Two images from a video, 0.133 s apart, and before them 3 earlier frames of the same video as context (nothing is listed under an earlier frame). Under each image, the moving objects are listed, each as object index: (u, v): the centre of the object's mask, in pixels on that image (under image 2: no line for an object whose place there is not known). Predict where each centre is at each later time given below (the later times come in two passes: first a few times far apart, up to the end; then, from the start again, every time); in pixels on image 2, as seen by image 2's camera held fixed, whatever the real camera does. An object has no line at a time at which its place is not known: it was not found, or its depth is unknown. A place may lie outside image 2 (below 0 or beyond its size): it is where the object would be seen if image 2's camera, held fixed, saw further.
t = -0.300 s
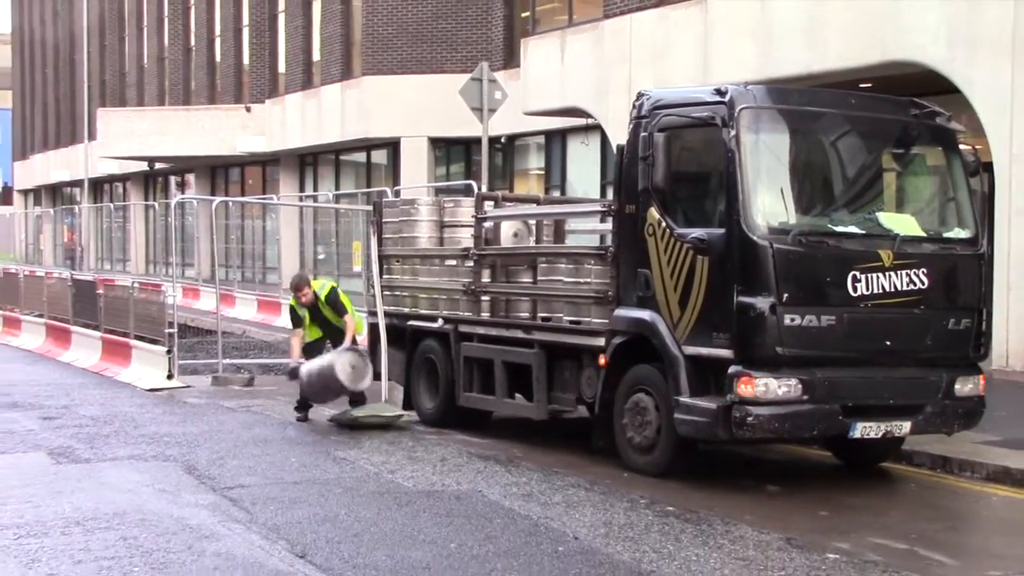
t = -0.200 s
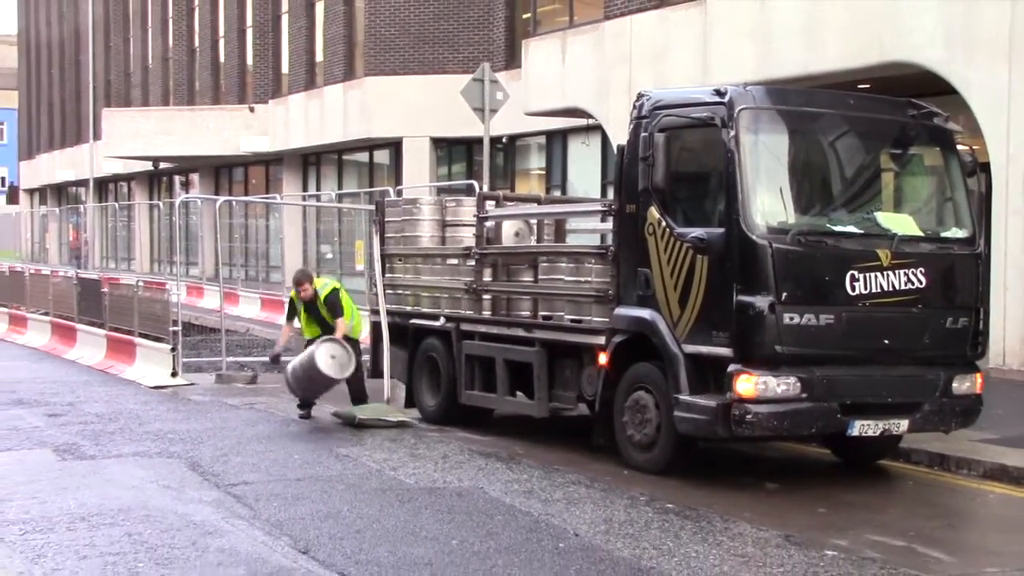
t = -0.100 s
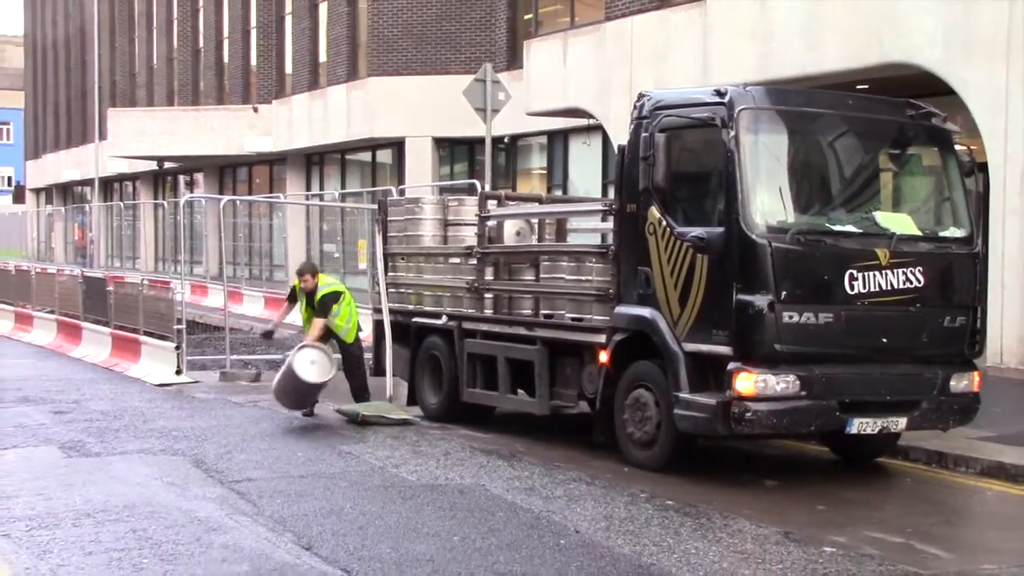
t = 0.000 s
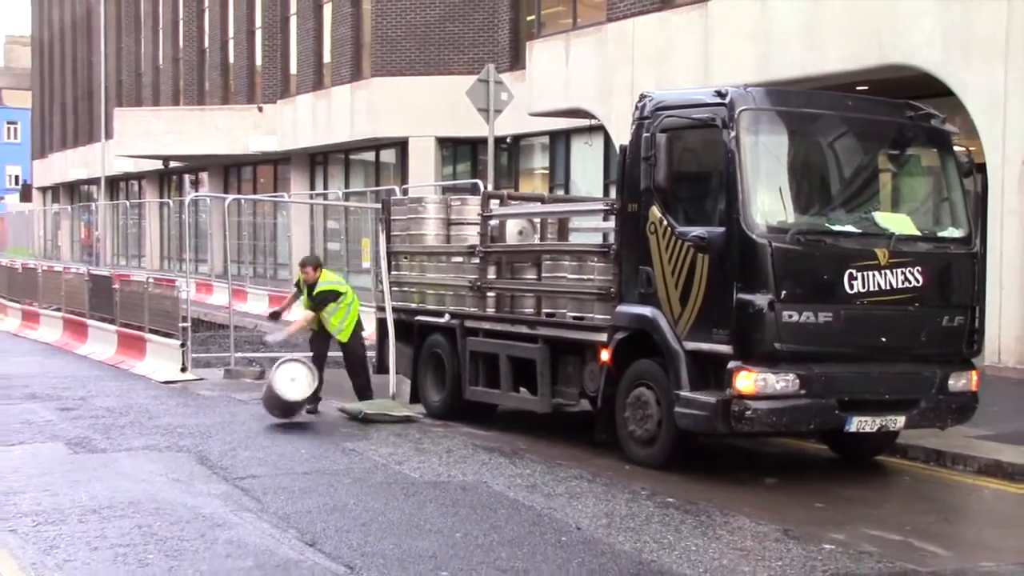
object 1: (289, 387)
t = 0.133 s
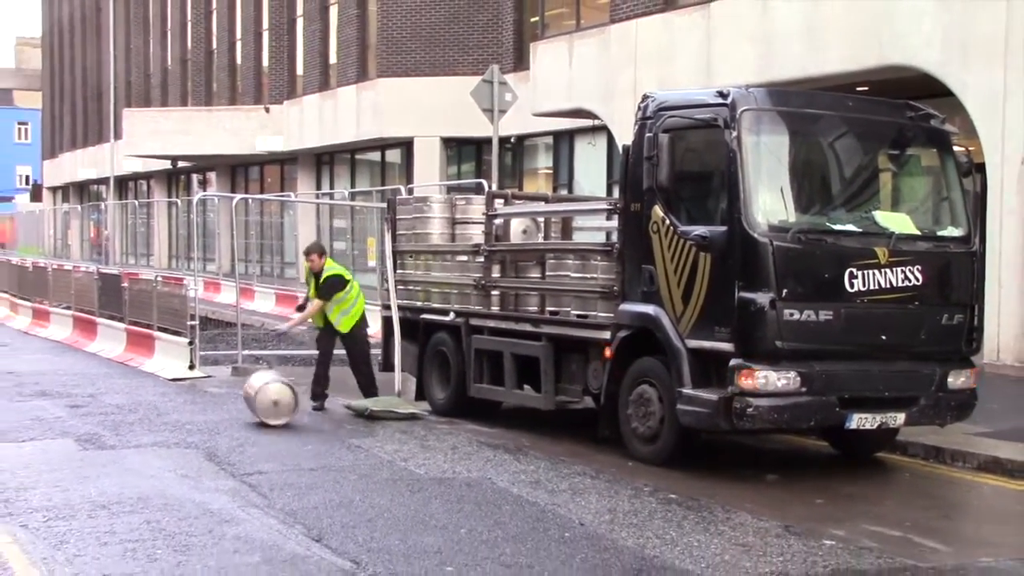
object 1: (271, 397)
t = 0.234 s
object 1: (252, 398)
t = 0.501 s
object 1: (202, 403)
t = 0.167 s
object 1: (265, 399)
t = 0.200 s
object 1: (259, 399)
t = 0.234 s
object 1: (252, 398)
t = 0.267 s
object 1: (246, 399)
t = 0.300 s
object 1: (240, 401)
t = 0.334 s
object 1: (233, 401)
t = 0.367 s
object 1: (227, 401)
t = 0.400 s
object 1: (221, 402)
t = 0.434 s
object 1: (214, 402)
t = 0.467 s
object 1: (208, 402)
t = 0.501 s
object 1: (202, 403)
